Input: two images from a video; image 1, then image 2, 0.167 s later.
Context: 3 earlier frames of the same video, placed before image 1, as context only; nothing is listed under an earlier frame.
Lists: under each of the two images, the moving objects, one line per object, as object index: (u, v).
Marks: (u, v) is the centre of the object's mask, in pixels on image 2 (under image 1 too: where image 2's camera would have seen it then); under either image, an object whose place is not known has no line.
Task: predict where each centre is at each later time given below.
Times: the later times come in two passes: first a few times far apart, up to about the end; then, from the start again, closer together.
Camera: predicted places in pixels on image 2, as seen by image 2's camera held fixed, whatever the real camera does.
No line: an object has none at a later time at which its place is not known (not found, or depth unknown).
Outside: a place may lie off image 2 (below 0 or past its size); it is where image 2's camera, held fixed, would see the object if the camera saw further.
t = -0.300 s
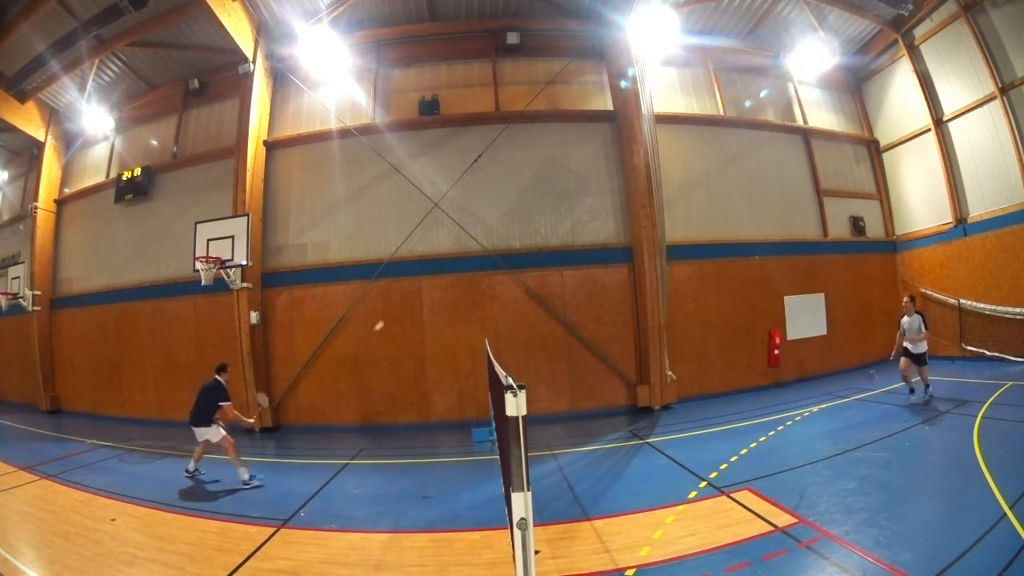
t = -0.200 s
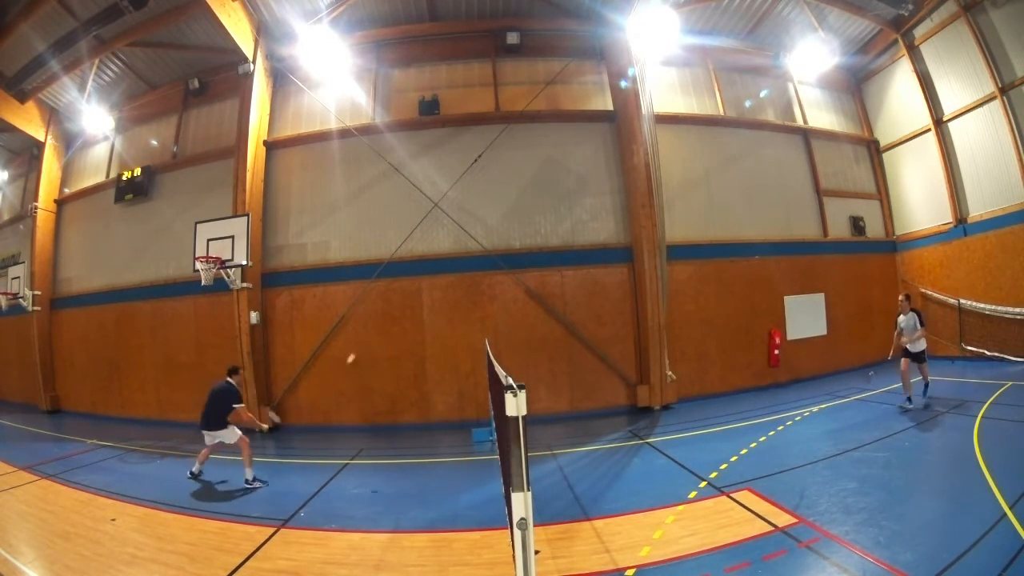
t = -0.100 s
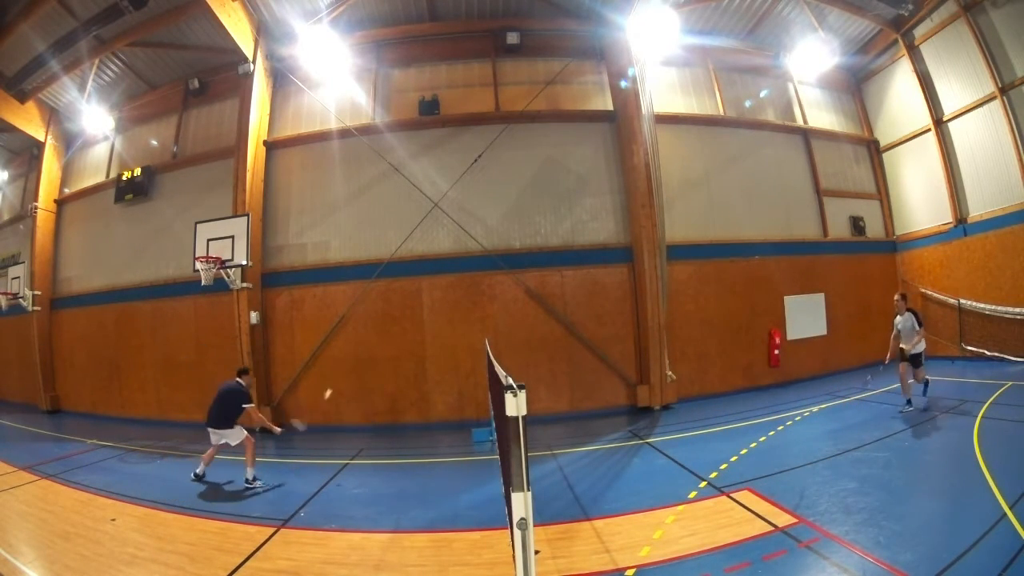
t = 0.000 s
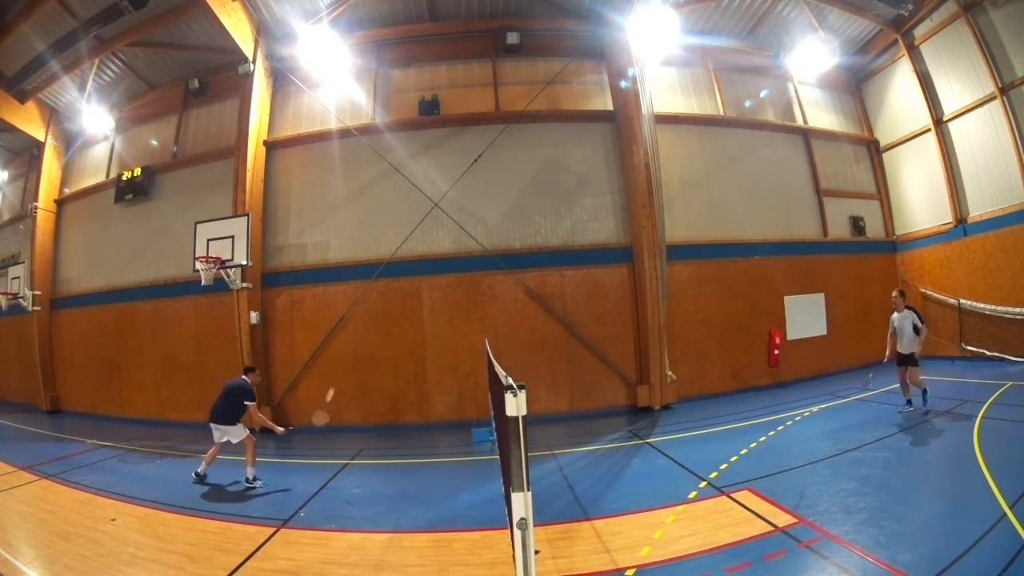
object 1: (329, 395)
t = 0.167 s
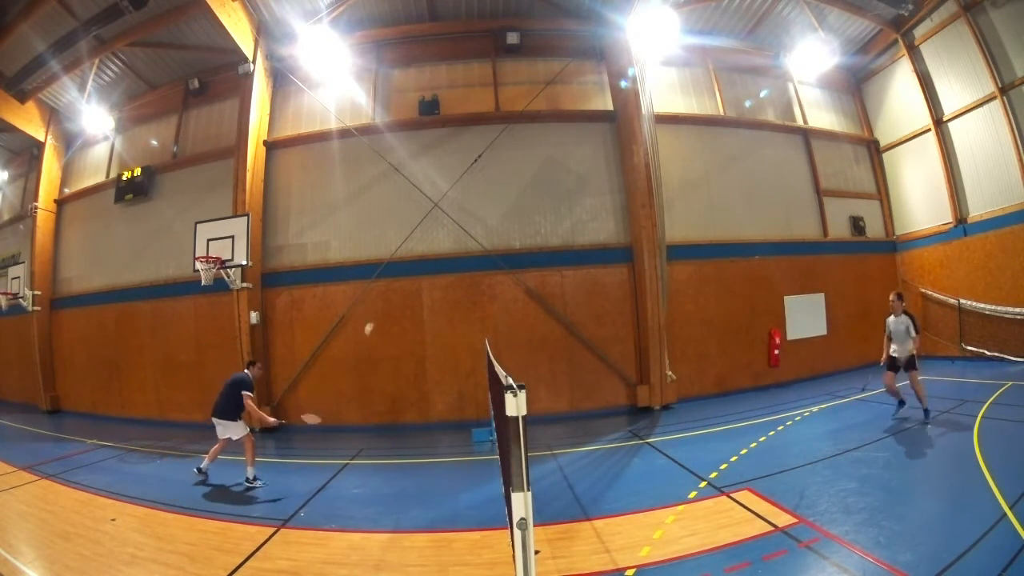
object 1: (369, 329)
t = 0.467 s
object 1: (464, 267)
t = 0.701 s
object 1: (579, 312)
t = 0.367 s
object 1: (427, 278)
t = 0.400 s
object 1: (439, 273)
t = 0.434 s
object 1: (451, 269)
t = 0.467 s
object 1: (464, 267)
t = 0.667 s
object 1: (560, 297)
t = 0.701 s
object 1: (579, 312)
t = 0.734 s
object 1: (600, 330)
